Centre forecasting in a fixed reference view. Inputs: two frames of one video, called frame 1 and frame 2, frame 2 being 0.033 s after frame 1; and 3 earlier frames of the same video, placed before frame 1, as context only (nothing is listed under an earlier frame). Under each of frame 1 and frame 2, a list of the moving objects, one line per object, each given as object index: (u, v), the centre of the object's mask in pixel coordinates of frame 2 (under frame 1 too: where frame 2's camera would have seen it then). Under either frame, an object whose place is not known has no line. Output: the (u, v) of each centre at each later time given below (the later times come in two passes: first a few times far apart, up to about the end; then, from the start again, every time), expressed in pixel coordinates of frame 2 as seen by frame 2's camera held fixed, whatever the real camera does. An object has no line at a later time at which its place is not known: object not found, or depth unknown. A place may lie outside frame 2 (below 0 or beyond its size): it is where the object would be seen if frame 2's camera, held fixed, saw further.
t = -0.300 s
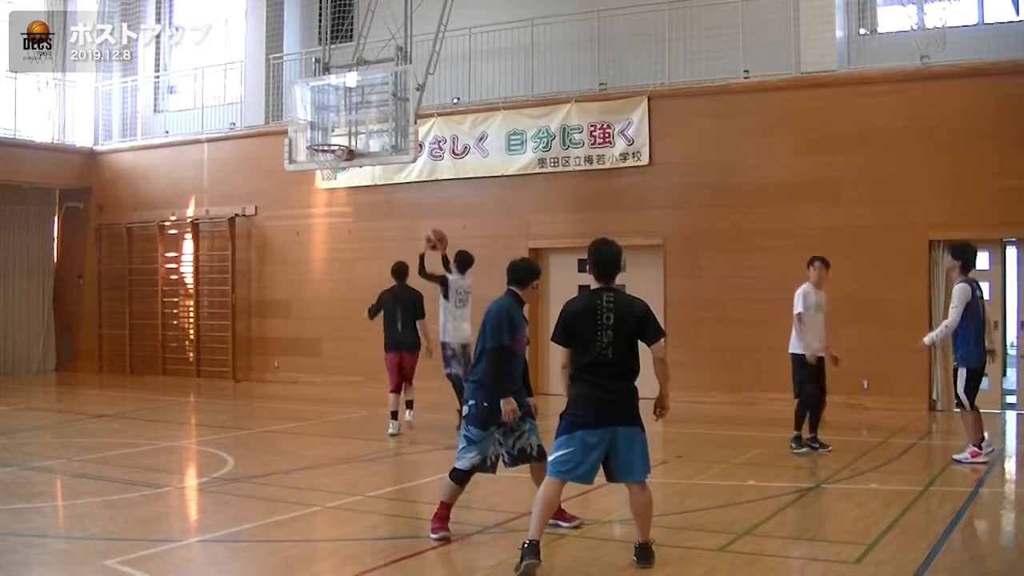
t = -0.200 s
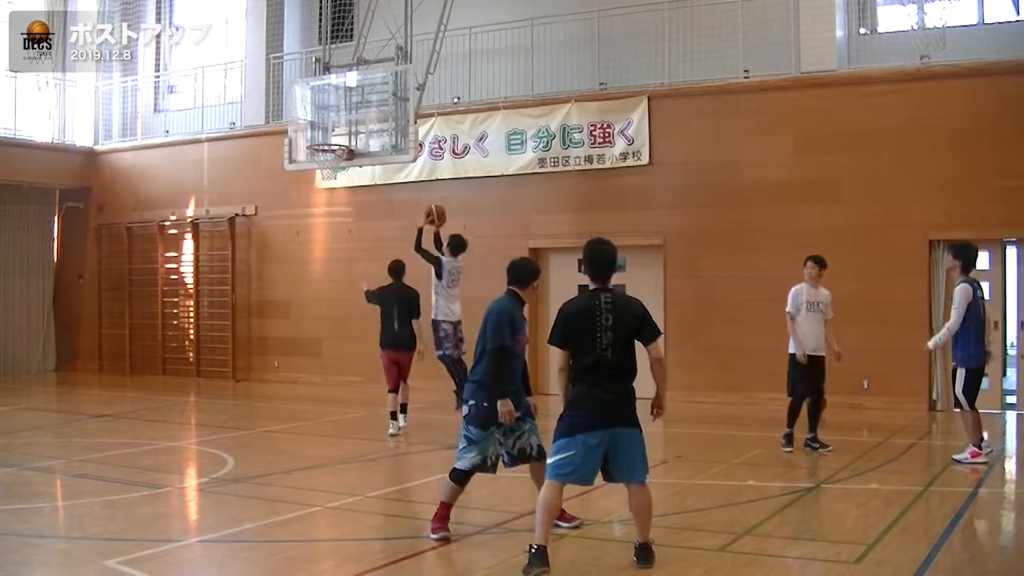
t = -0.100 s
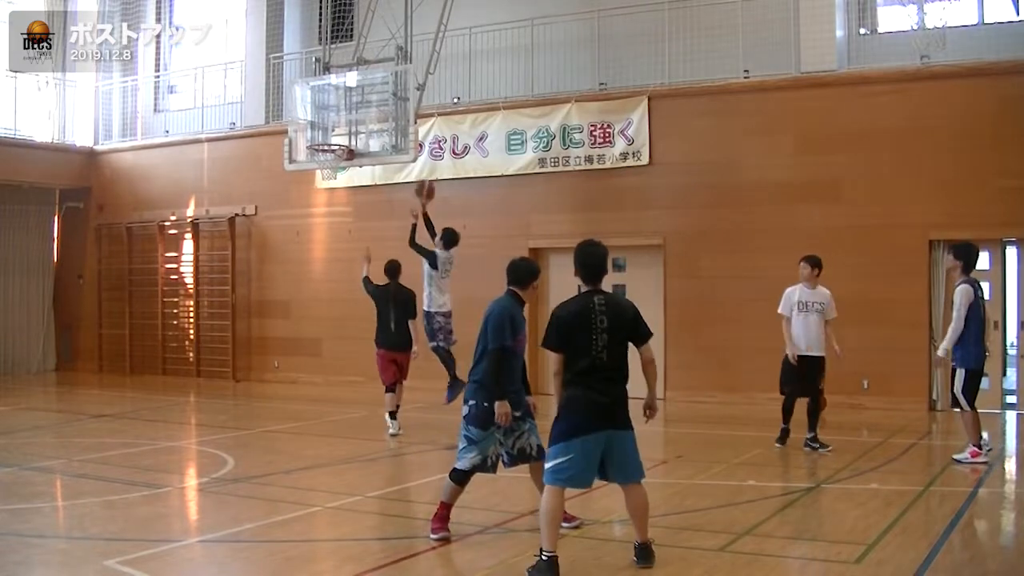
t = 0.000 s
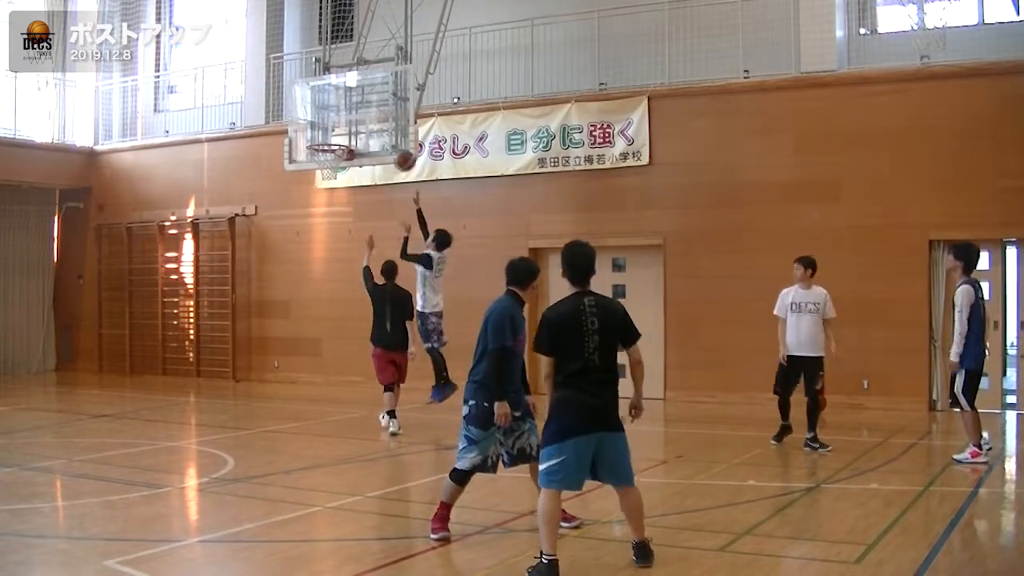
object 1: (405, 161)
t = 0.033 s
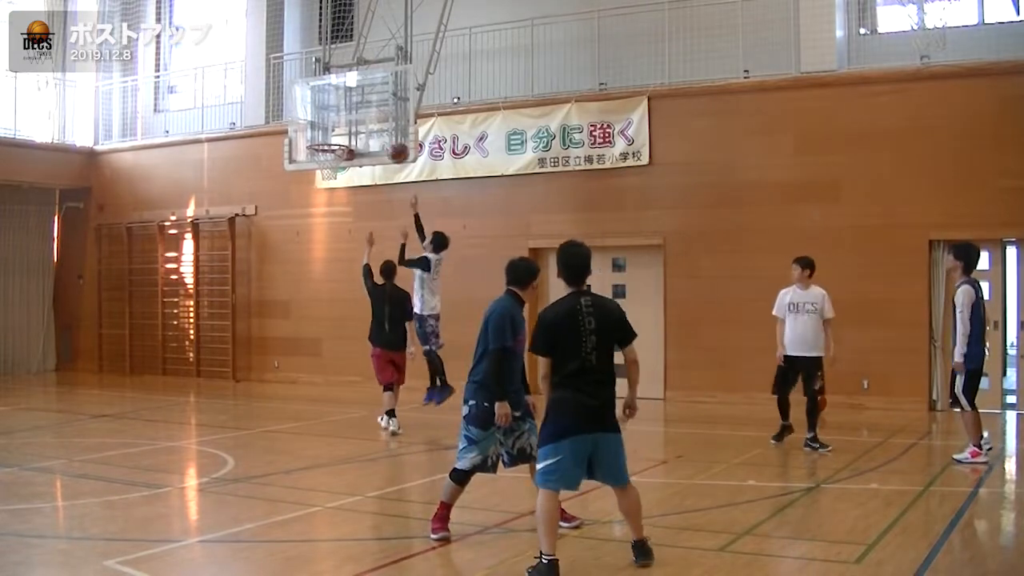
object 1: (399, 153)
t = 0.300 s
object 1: (348, 129)
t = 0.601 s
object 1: (333, 144)
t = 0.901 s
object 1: (335, 165)
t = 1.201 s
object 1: (333, 213)
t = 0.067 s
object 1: (392, 147)
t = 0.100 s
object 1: (385, 141)
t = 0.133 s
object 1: (379, 136)
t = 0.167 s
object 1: (372, 133)
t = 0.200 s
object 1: (366, 130)
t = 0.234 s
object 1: (360, 129)
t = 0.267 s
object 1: (354, 128)
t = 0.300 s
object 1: (348, 129)
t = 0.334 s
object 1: (342, 130)
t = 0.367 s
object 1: (336, 132)
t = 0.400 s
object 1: (330, 135)
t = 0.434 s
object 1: (324, 140)
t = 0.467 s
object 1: (319, 144)
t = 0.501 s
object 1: (324, 143)
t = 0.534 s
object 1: (329, 144)
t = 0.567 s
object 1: (335, 144)
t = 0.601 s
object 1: (333, 144)
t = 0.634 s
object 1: (329, 144)
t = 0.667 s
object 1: (325, 146)
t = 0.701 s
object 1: (320, 147)
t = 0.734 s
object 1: (319, 149)
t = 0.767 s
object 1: (322, 152)
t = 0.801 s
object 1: (326, 155)
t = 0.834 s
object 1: (329, 159)
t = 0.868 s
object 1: (333, 164)
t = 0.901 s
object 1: (335, 165)
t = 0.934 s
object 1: (335, 168)
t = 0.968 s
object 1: (334, 173)
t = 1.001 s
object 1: (335, 174)
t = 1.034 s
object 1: (335, 178)
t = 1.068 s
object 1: (334, 183)
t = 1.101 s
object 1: (334, 189)
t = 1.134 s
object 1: (334, 196)
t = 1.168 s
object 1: (333, 204)
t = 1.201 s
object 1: (333, 213)
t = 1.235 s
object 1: (333, 223)
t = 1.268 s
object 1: (333, 234)
